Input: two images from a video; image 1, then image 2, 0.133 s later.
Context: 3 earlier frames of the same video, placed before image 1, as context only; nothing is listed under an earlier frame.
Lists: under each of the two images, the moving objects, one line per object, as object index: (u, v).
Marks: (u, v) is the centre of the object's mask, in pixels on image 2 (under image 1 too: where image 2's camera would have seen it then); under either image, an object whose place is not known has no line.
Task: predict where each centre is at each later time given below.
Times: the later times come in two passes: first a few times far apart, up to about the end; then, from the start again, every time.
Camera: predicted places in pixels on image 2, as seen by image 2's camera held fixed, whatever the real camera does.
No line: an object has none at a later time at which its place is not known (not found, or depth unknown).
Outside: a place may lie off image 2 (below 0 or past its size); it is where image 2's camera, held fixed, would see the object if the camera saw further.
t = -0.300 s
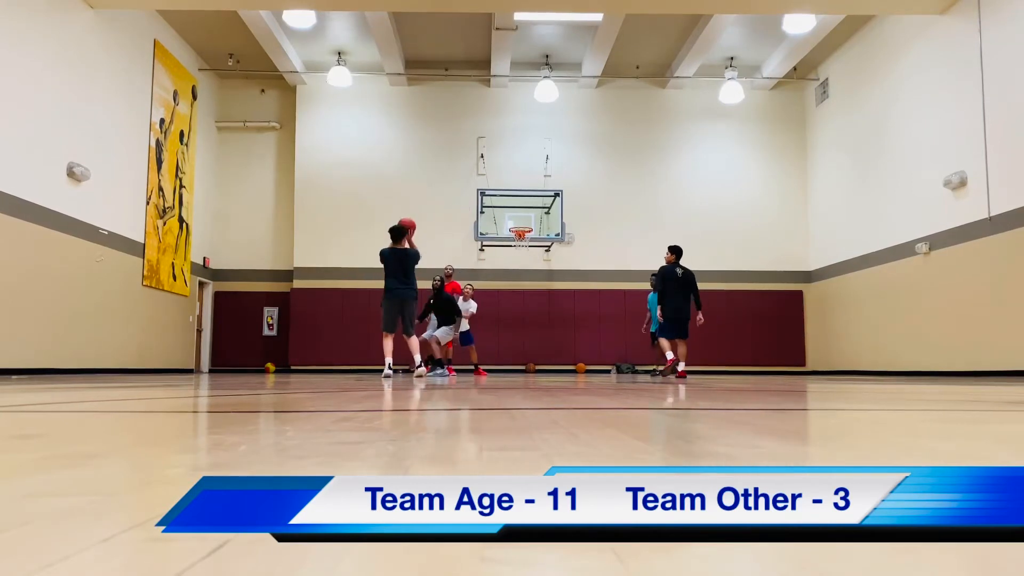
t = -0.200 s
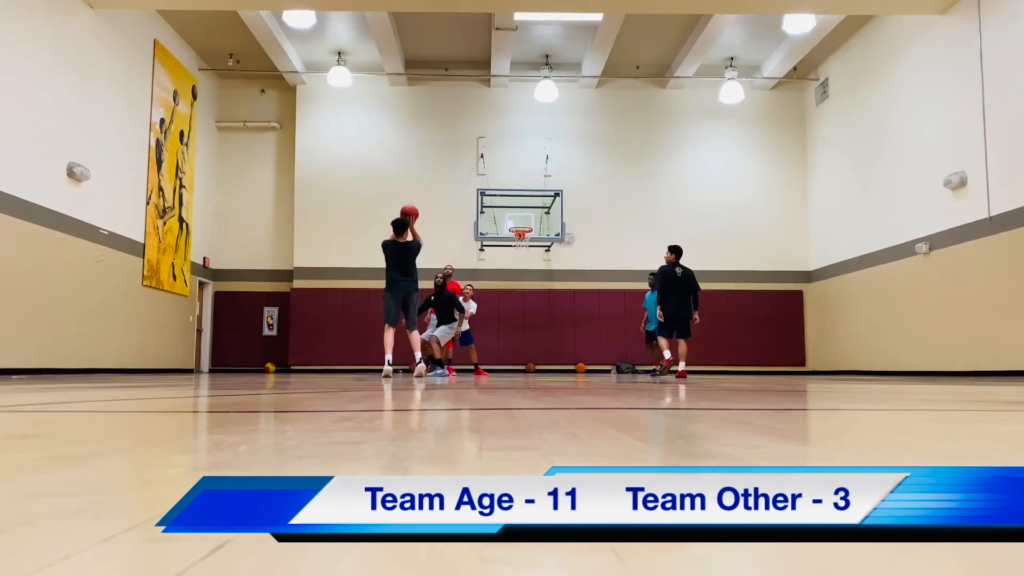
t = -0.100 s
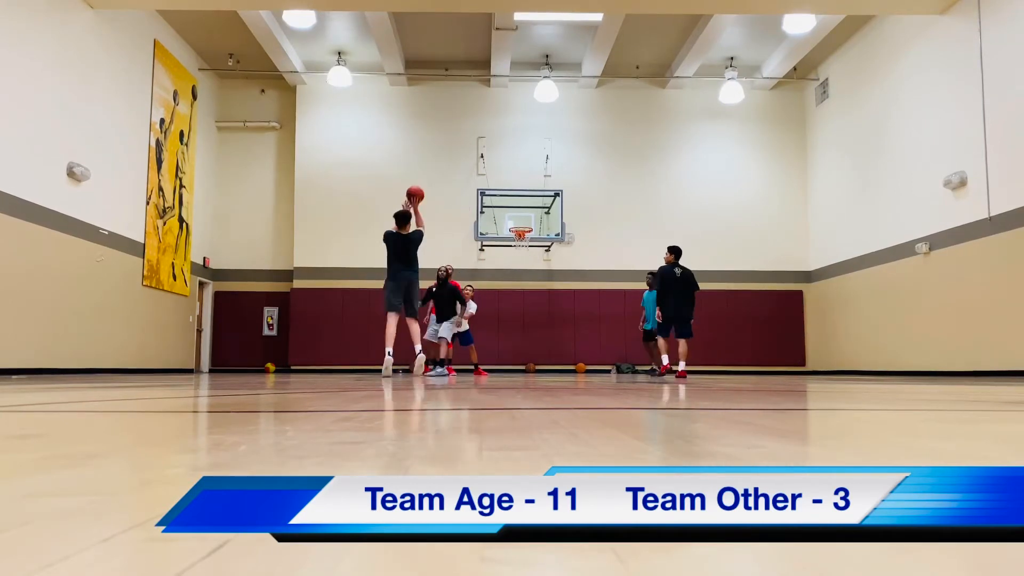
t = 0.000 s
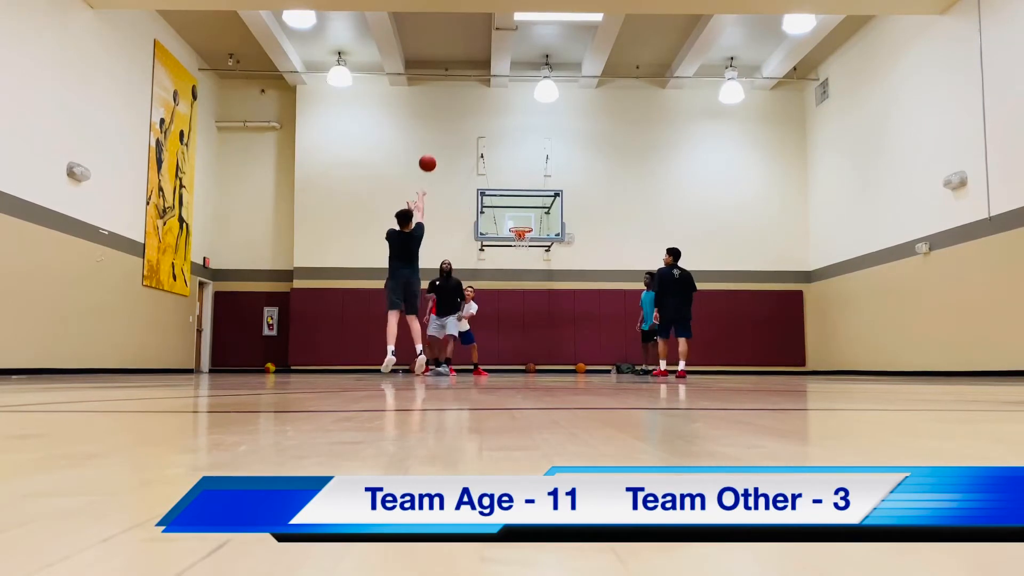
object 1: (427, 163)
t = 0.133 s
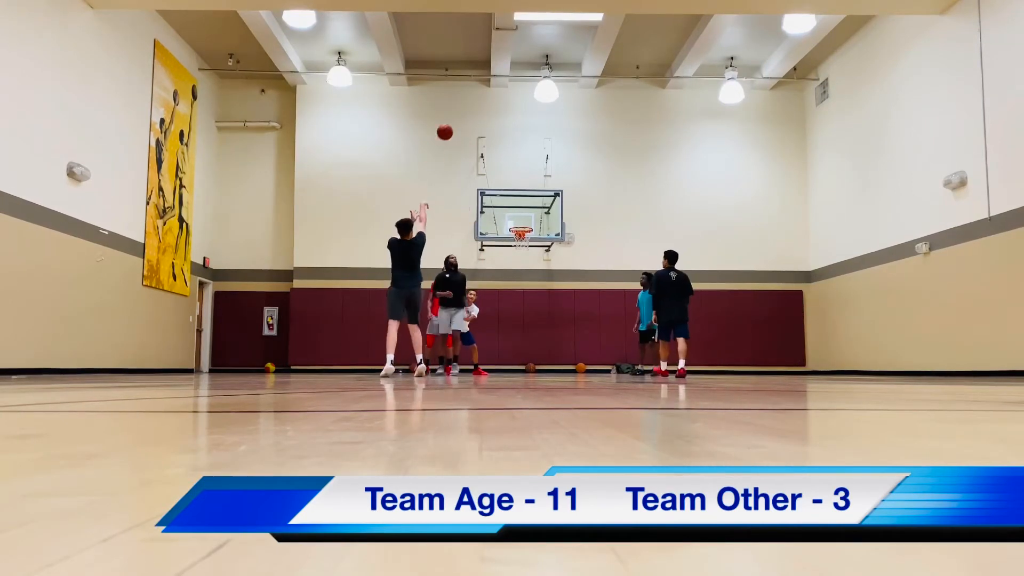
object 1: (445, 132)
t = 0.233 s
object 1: (456, 118)
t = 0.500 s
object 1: (482, 113)
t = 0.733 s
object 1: (500, 139)
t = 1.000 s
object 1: (516, 195)
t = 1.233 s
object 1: (522, 226)
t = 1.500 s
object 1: (499, 225)
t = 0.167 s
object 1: (449, 127)
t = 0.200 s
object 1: (453, 122)
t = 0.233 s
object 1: (456, 118)
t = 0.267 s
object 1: (460, 115)
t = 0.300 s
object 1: (463, 113)
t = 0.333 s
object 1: (467, 112)
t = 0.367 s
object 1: (470, 110)
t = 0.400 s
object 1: (473, 110)
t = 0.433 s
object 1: (476, 111)
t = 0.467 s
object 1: (479, 112)
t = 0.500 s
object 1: (482, 113)
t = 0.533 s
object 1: (484, 116)
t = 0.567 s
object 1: (487, 118)
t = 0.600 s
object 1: (490, 122)
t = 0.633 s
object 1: (492, 125)
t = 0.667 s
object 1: (495, 130)
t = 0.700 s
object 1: (497, 134)
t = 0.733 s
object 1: (500, 139)
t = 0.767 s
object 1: (502, 145)
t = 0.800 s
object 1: (504, 151)
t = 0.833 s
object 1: (506, 158)
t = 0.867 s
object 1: (509, 164)
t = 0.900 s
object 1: (511, 171)
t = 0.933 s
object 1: (513, 179)
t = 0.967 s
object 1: (515, 187)
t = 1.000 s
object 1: (516, 195)
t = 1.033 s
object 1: (518, 204)
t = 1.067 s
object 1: (520, 213)
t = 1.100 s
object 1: (522, 222)
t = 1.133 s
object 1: (523, 223)
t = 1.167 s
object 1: (523, 224)
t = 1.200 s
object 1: (524, 226)
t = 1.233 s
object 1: (522, 226)
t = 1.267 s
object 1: (519, 223)
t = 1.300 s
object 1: (516, 222)
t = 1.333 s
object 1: (513, 222)
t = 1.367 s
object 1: (510, 221)
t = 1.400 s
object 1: (507, 221)
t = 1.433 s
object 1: (505, 222)
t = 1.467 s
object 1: (502, 223)
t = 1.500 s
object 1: (499, 225)
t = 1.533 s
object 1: (496, 227)
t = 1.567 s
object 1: (493, 229)
